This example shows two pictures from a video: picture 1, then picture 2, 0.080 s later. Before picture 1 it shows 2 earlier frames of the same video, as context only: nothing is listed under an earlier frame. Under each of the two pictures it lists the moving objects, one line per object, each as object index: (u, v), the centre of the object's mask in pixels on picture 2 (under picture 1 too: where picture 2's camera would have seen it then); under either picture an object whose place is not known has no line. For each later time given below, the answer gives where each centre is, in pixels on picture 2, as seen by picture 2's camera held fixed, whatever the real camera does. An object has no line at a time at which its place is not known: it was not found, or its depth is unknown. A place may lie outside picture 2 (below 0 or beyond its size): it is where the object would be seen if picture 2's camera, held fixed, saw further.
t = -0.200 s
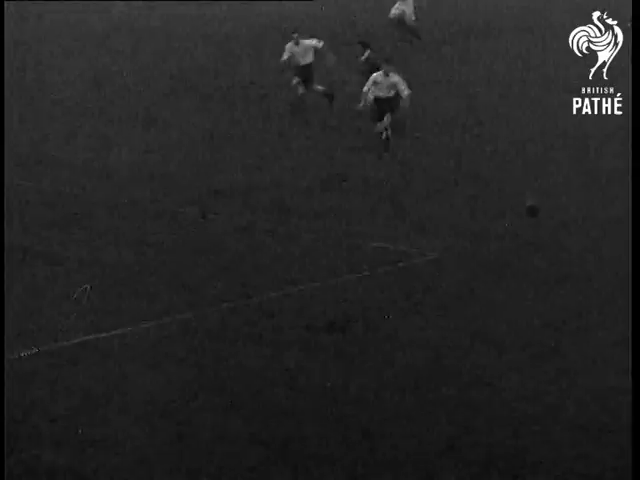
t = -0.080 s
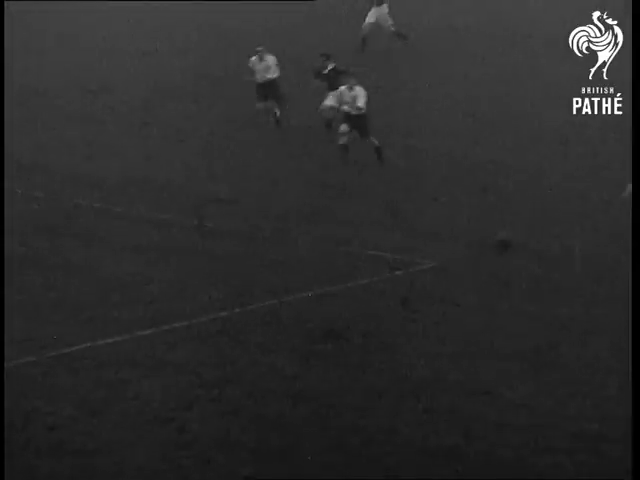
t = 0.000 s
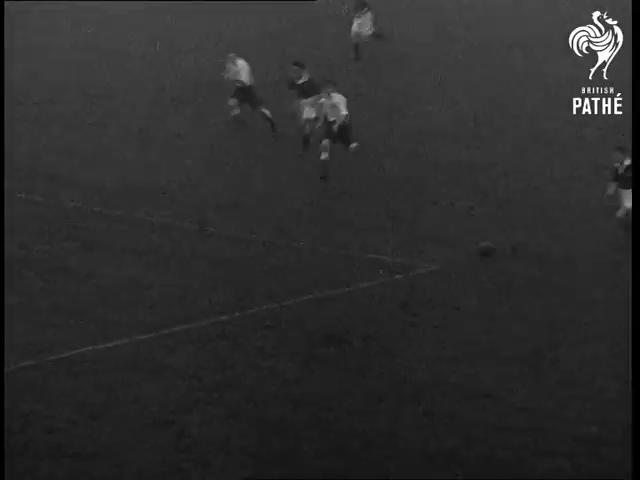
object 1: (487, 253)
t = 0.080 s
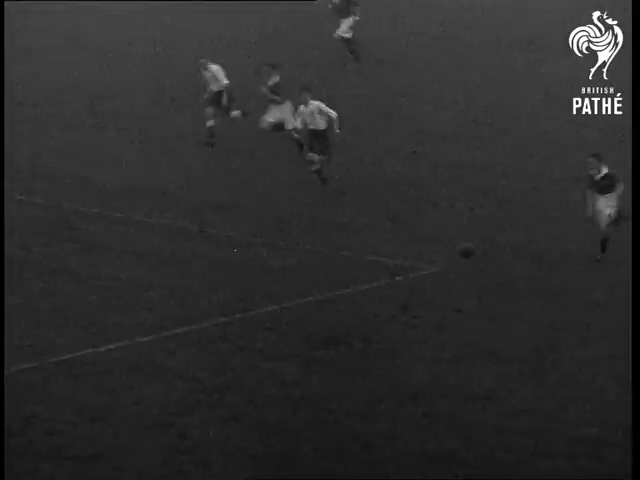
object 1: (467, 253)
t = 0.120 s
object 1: (458, 253)
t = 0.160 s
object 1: (448, 257)
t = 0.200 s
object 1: (438, 260)
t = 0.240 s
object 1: (429, 264)
